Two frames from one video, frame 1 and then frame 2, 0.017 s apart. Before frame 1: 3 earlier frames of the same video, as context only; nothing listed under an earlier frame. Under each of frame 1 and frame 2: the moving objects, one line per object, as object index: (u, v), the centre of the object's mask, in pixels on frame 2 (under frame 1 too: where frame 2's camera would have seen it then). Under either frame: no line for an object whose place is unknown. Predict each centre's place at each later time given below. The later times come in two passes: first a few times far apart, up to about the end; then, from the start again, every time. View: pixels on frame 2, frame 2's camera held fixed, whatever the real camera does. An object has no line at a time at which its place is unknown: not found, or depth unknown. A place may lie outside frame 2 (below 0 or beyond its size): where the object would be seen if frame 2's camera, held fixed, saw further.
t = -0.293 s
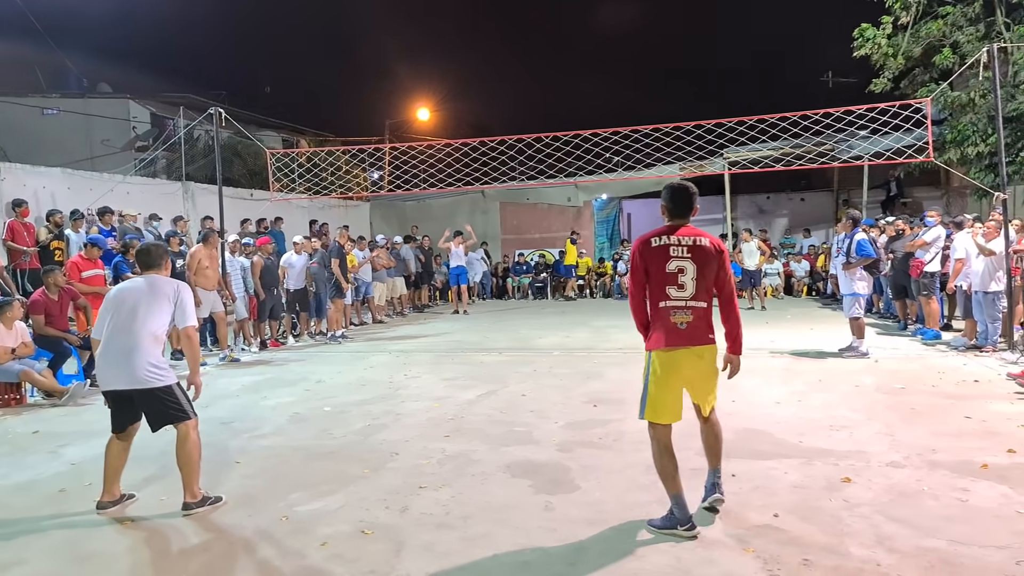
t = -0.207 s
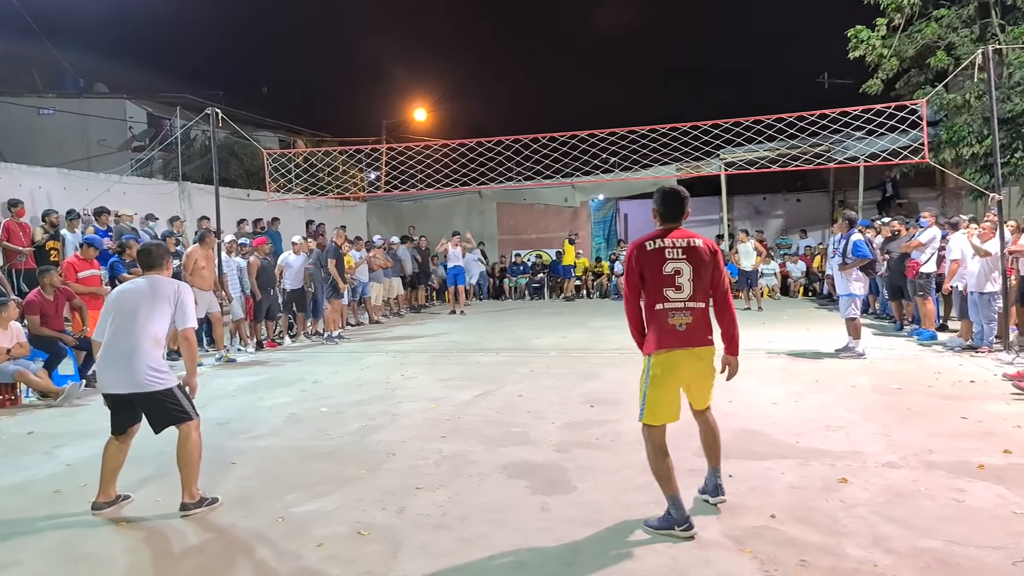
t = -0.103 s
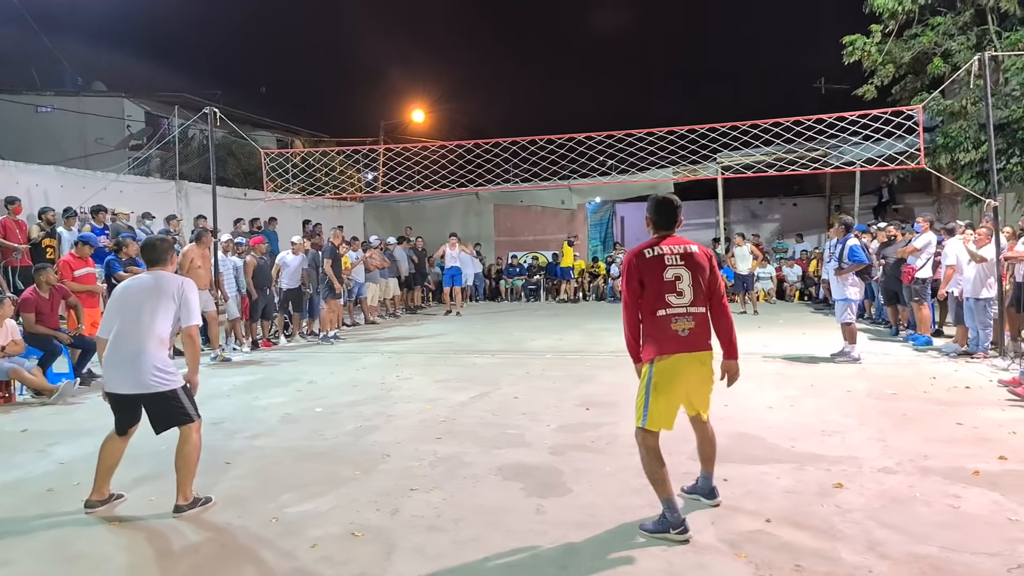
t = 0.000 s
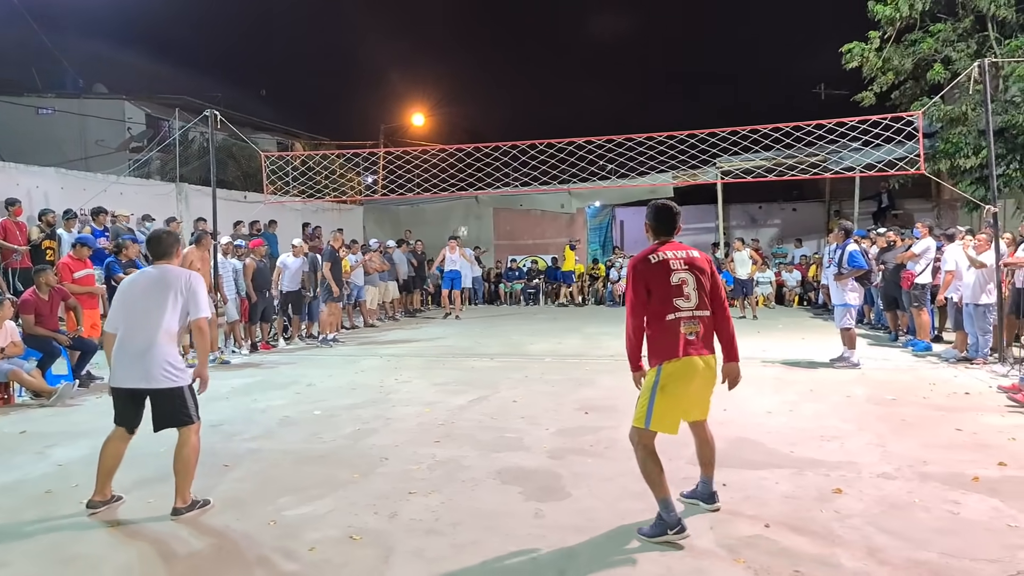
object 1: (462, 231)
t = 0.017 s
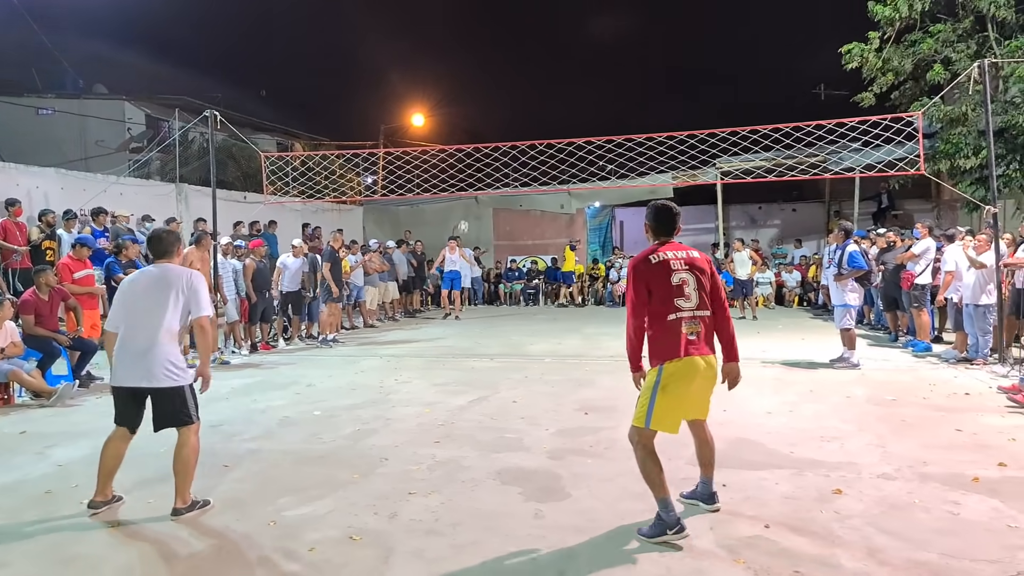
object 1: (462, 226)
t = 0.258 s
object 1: (474, 155)
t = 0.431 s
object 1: (485, 113)
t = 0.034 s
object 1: (464, 221)
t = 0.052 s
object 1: (464, 216)
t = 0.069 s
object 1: (465, 211)
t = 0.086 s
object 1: (467, 205)
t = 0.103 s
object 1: (467, 201)
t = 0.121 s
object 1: (468, 197)
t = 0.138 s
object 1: (468, 188)
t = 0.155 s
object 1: (469, 185)
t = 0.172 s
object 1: (469, 180)
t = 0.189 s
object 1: (470, 175)
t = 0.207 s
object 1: (471, 170)
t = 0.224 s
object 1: (472, 165)
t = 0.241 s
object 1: (472, 160)
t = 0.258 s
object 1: (474, 155)
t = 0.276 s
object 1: (475, 152)
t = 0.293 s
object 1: (476, 146)
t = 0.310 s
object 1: (477, 141)
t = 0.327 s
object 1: (478, 137)
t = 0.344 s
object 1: (479, 133)
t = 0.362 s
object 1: (480, 129)
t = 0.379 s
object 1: (482, 125)
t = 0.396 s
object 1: (483, 121)
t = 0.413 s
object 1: (484, 117)
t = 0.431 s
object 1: (485, 113)
